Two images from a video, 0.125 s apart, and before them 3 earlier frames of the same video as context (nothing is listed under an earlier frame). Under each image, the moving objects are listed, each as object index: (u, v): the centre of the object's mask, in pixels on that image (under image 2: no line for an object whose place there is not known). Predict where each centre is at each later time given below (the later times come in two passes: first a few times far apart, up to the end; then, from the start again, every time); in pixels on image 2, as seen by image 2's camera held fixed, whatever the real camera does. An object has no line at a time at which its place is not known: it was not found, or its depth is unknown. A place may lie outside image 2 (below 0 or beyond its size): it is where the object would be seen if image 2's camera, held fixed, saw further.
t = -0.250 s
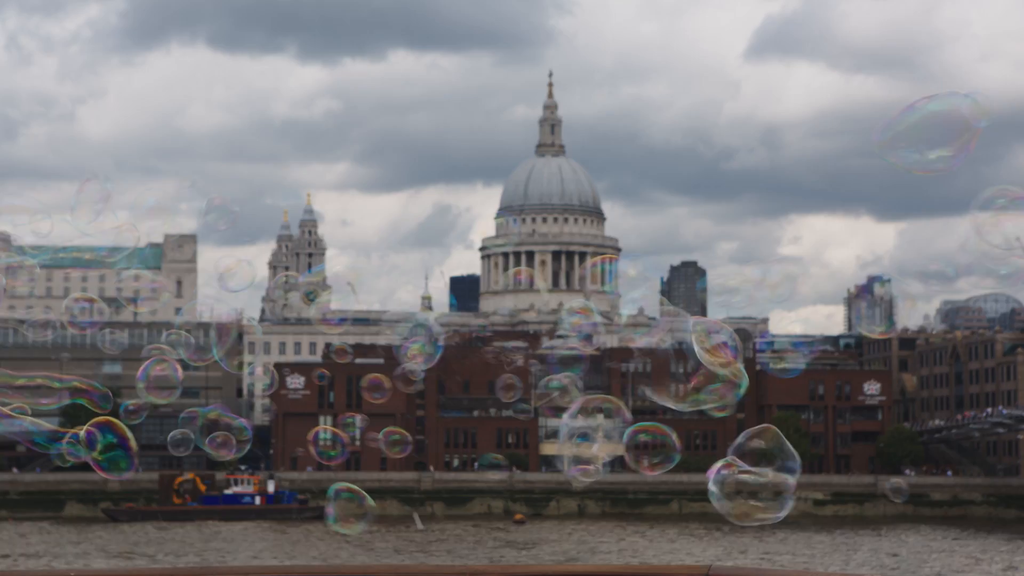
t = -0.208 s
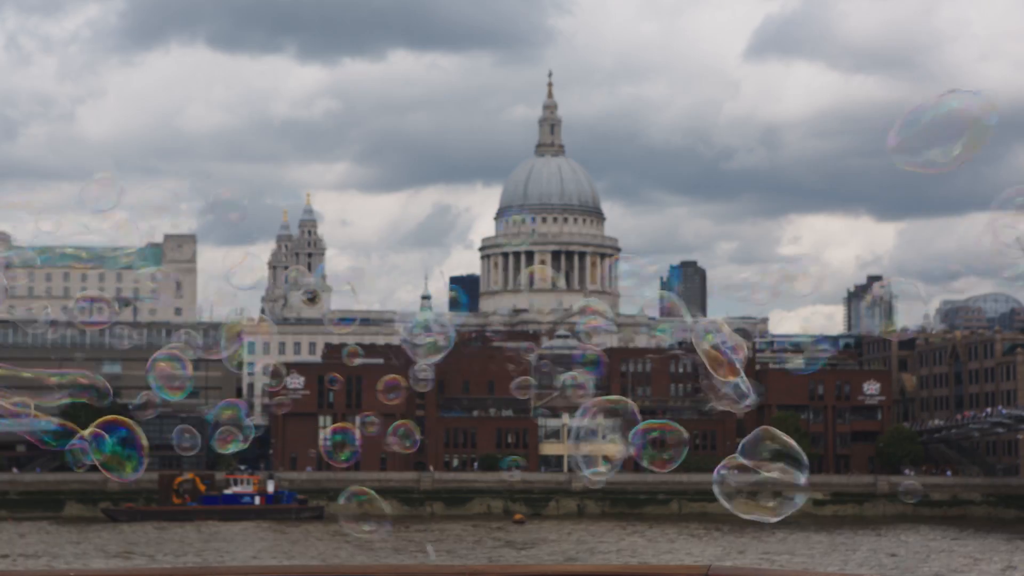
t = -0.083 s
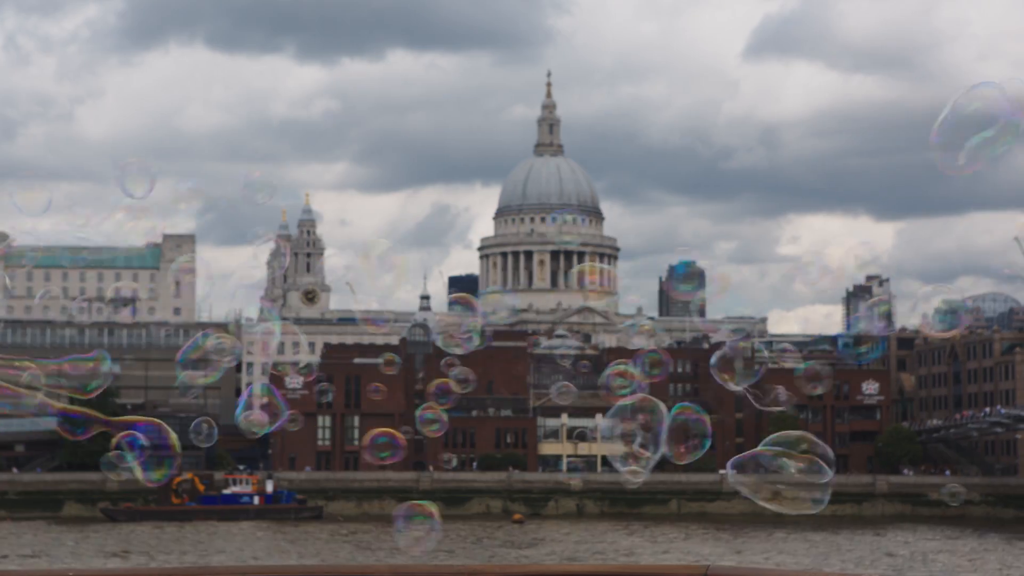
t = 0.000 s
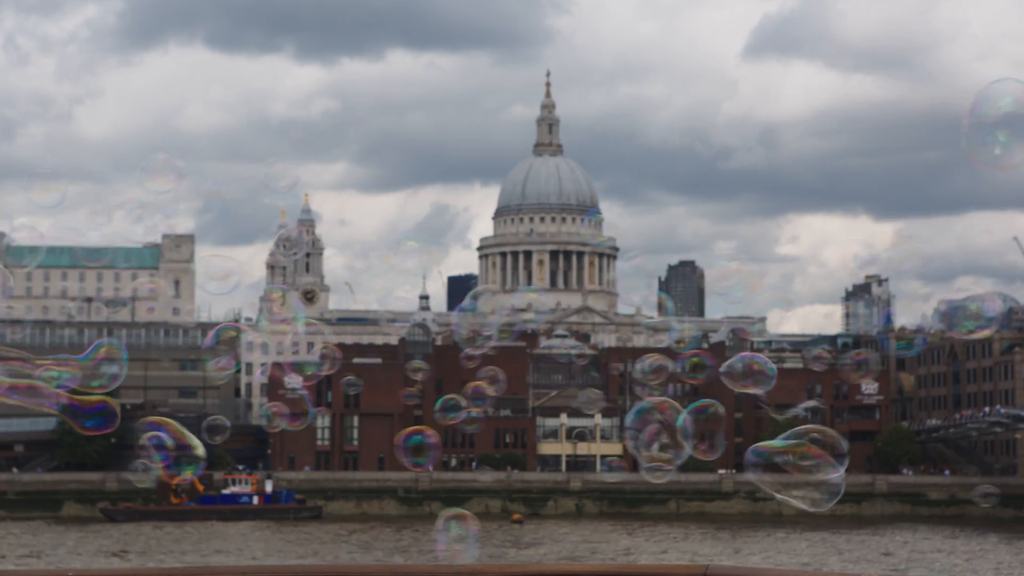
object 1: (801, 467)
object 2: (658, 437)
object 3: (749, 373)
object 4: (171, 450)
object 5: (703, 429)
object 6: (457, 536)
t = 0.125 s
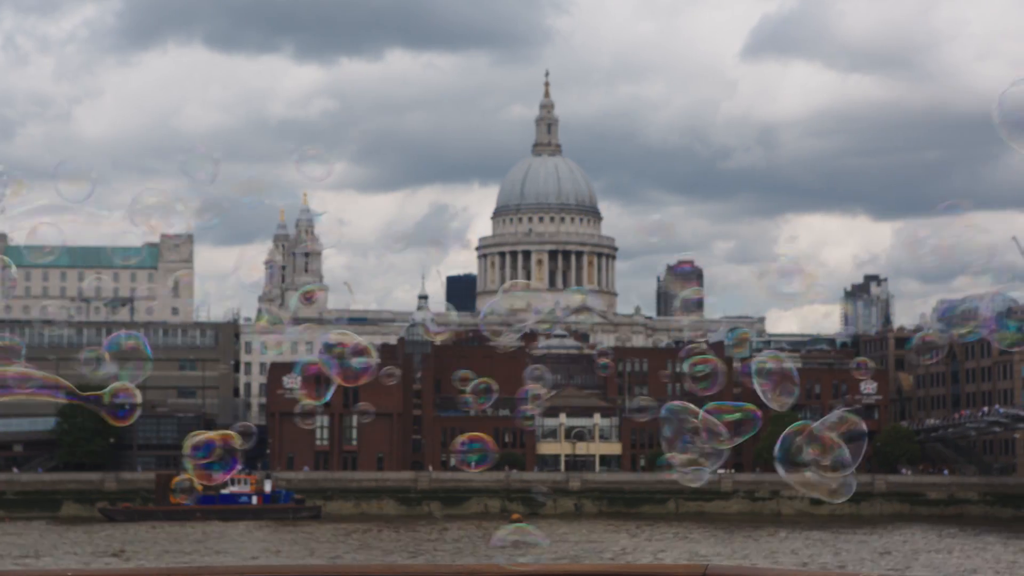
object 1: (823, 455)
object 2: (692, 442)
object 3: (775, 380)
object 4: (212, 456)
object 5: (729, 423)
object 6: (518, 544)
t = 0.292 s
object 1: (849, 444)
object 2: (737, 450)
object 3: (812, 381)
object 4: (273, 466)
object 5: (767, 416)
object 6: (606, 556)
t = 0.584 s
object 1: (896, 435)
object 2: (811, 459)
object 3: (885, 366)
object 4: (380, 482)
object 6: (764, 560)
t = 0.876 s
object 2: (891, 457)
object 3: (979, 357)
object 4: (491, 497)
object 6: (911, 558)
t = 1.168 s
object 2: (993, 439)
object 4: (604, 509)
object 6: (1030, 537)
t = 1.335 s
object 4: (667, 517)
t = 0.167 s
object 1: (829, 453)
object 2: (703, 443)
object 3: (784, 381)
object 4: (228, 458)
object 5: (737, 422)
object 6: (541, 551)
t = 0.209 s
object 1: (834, 450)
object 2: (715, 445)
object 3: (794, 380)
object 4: (242, 461)
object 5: (744, 423)
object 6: (561, 553)
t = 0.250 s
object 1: (841, 447)
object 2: (725, 447)
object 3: (804, 380)
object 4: (258, 458)
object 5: (761, 417)
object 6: (584, 553)
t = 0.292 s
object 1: (849, 444)
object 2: (737, 450)
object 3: (812, 381)
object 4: (273, 466)
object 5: (767, 416)
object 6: (606, 556)
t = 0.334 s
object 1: (855, 442)
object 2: (748, 450)
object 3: (820, 379)
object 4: (286, 469)
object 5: (768, 420)
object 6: (630, 559)
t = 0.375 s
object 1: (862, 440)
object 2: (759, 452)
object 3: (829, 376)
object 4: (301, 472)
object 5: (778, 413)
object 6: (654, 561)
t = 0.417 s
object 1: (868, 439)
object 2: (769, 452)
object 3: (839, 374)
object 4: (316, 473)
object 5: (785, 413)
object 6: (674, 561)
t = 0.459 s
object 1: (876, 438)
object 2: (779, 454)
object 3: (848, 373)
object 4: (331, 475)
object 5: (790, 421)
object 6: (691, 557)
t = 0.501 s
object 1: (883, 437)
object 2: (790, 456)
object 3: (859, 372)
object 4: (347, 477)
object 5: (799, 421)
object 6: (713, 558)
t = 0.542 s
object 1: (890, 436)
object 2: (801, 459)
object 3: (871, 369)
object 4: (363, 479)
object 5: (807, 420)
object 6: (735, 562)
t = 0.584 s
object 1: (896, 435)
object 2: (811, 459)
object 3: (885, 366)
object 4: (380, 482)
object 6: (764, 560)
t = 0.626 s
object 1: (903, 434)
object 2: (821, 460)
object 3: (895, 364)
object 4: (396, 485)
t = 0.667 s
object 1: (910, 432)
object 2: (831, 459)
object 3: (908, 363)
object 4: (411, 486)
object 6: (804, 561)
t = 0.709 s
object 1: (918, 431)
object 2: (841, 460)
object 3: (920, 360)
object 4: (426, 489)
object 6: (827, 562)
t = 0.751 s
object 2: (853, 459)
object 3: (934, 358)
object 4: (441, 491)
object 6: (848, 561)
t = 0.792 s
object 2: (865, 459)
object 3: (947, 358)
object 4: (459, 493)
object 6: (867, 560)
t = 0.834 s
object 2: (878, 458)
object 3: (962, 358)
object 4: (475, 495)
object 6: (890, 560)
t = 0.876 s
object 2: (891, 457)
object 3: (979, 357)
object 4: (491, 497)
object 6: (911, 558)
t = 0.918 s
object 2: (906, 456)
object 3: (994, 356)
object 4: (507, 498)
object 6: (931, 557)
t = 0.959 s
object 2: (921, 454)
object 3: (1009, 356)
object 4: (523, 500)
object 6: (950, 555)
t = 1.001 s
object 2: (936, 451)
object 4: (538, 502)
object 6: (976, 553)
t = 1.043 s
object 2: (952, 447)
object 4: (555, 504)
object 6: (993, 548)
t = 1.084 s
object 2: (964, 448)
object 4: (571, 506)
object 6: (1011, 550)
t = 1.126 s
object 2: (974, 446)
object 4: (587, 508)
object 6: (1021, 533)
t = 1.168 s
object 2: (993, 439)
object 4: (604, 509)
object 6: (1030, 537)
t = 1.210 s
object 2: (996, 429)
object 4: (620, 511)
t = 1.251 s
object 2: (1012, 425)
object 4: (636, 513)
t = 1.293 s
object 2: (1025, 422)
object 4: (651, 515)
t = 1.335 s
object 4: (667, 517)
